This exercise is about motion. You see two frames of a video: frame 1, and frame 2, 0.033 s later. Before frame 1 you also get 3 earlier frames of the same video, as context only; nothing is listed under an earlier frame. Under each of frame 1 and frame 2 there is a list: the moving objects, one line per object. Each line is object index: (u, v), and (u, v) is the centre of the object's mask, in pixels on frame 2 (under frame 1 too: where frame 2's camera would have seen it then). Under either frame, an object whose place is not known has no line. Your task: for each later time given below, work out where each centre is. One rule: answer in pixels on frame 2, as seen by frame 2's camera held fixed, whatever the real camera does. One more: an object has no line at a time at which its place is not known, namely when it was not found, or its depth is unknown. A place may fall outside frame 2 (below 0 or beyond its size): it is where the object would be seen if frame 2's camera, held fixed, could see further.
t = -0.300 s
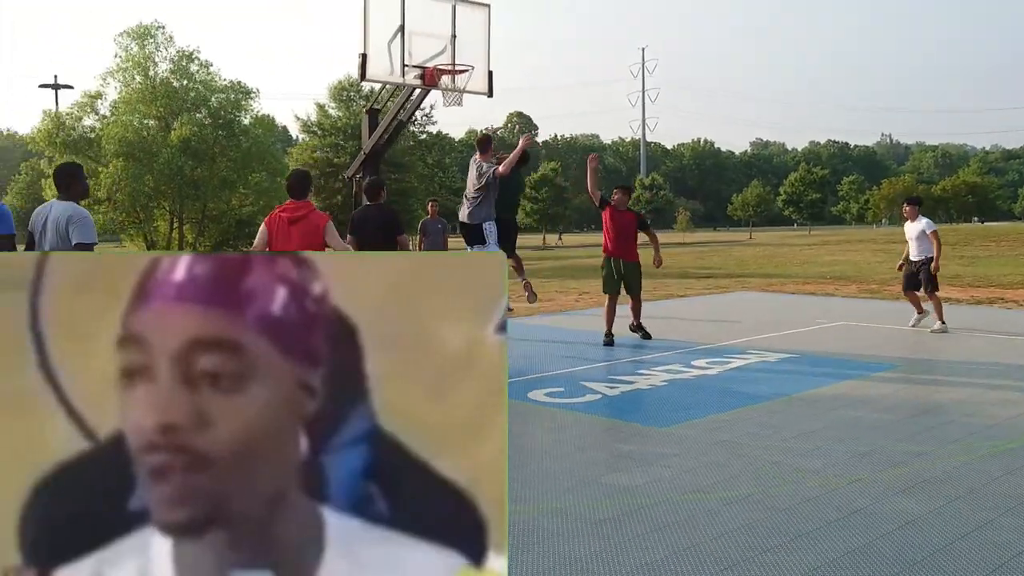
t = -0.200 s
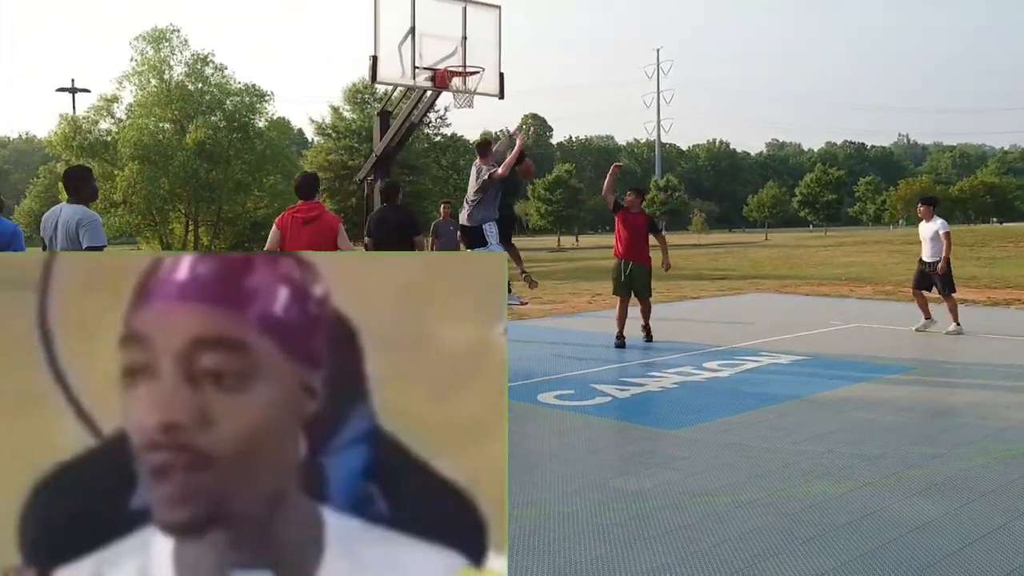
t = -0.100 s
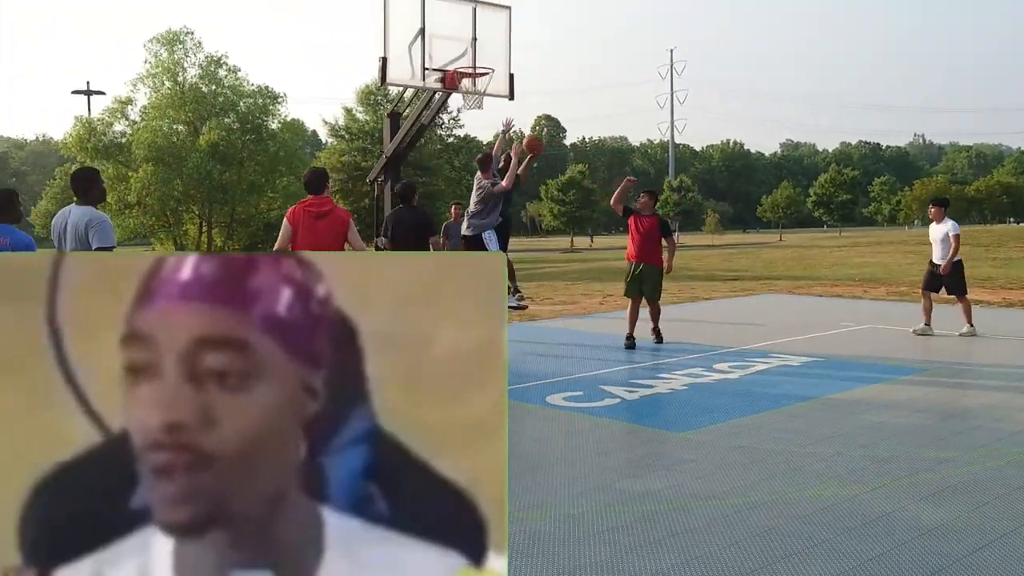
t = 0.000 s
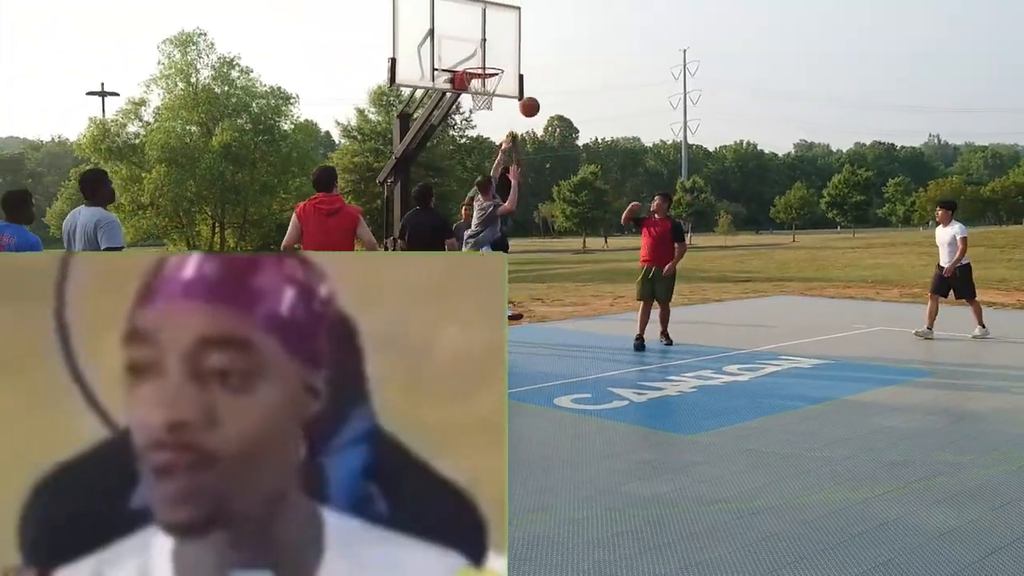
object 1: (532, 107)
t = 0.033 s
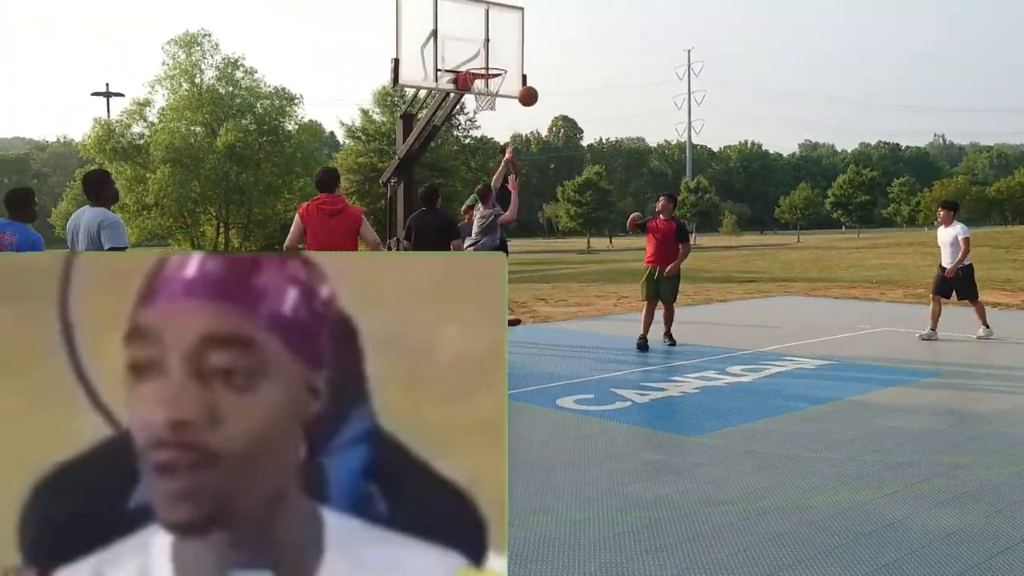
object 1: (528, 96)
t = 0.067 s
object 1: (523, 86)
